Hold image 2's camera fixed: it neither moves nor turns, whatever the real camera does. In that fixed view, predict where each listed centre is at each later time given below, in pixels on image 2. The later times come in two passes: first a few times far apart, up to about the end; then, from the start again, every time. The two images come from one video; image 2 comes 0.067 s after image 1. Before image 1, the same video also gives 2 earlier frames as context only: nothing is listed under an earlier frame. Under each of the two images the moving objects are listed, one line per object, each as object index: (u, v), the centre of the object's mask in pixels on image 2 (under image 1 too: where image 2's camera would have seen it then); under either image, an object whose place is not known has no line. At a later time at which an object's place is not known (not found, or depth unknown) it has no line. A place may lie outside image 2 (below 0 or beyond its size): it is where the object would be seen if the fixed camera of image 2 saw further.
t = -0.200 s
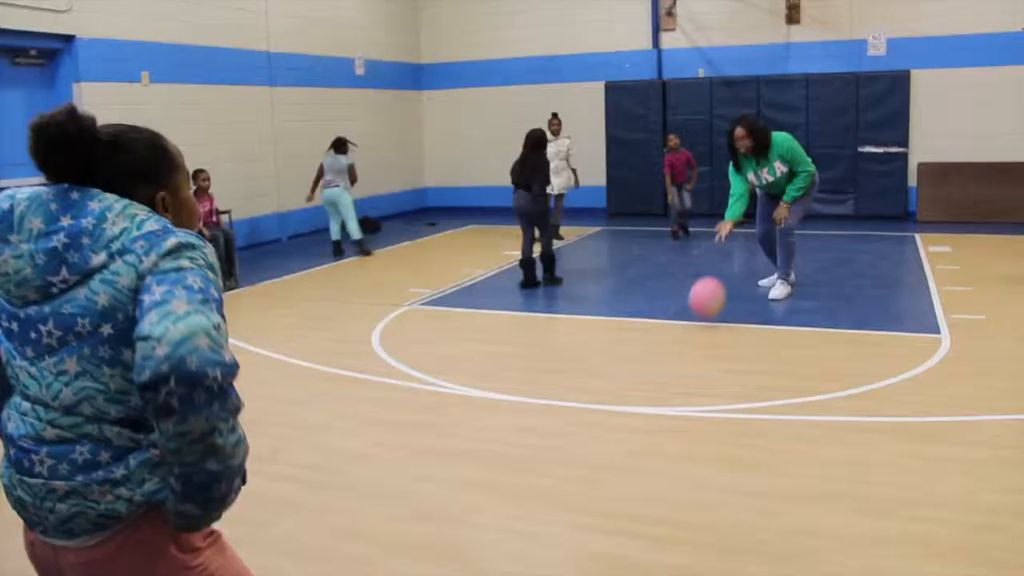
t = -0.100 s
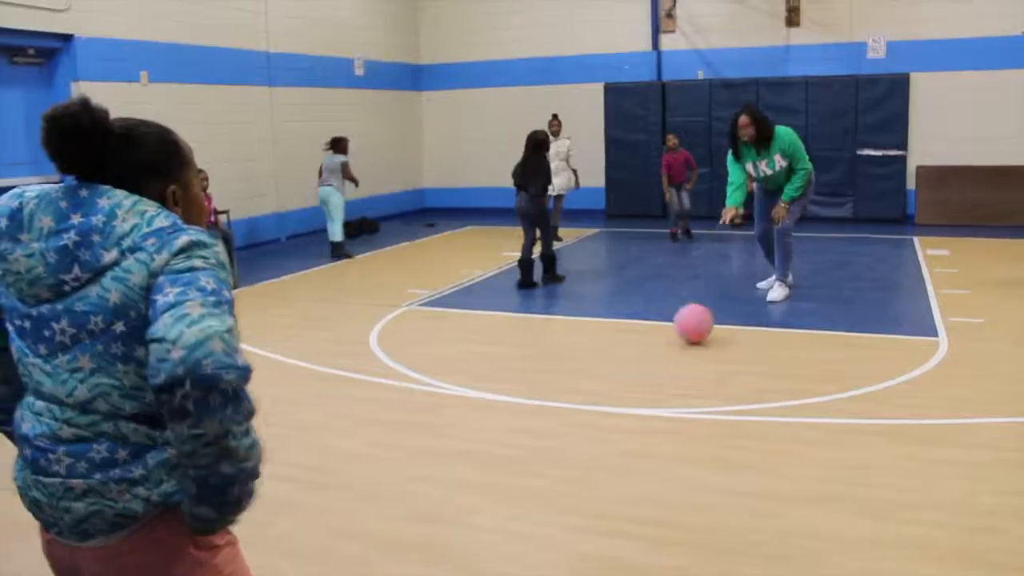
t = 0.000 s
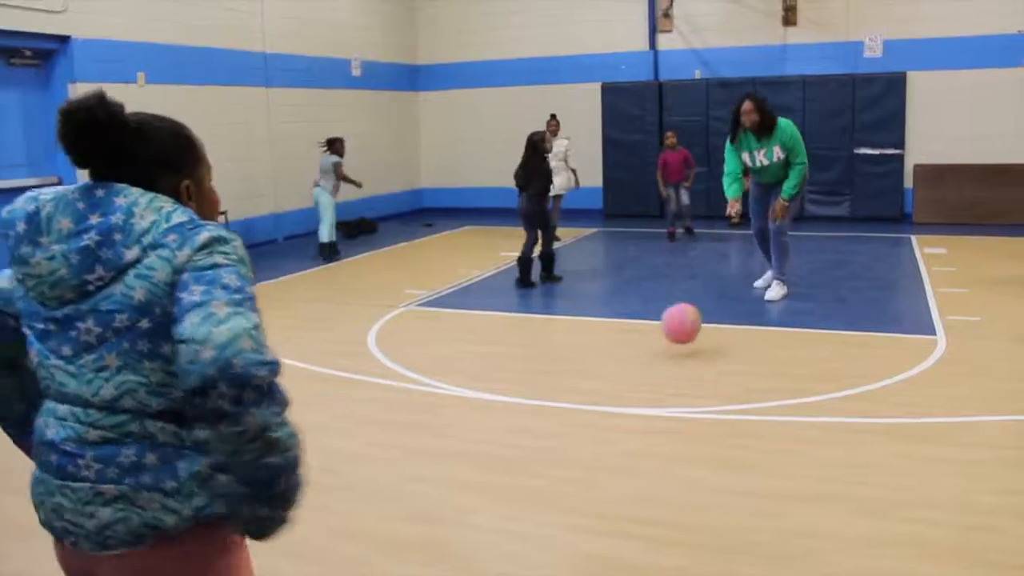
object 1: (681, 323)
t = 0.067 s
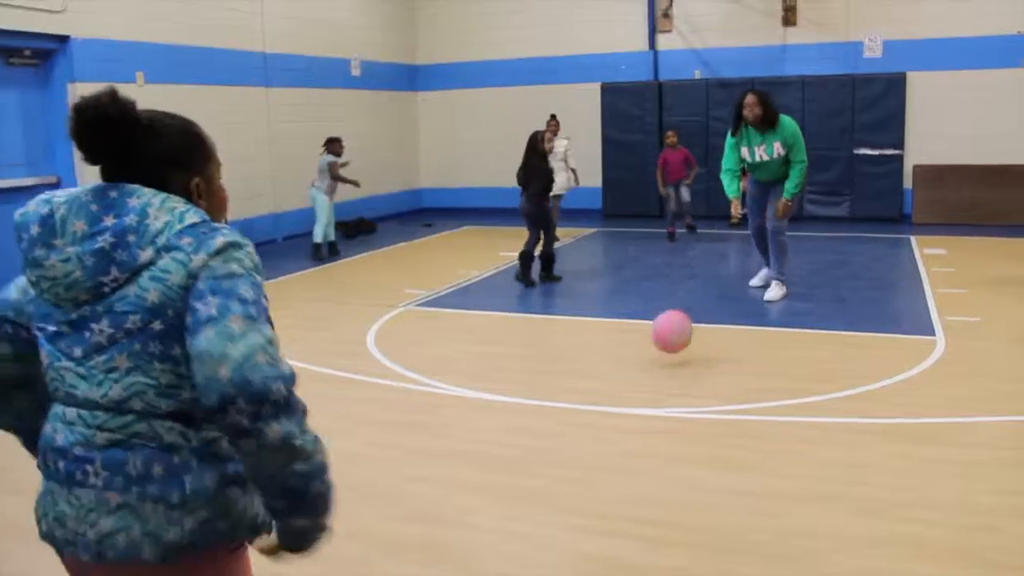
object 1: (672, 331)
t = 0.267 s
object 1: (640, 360)
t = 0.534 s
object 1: (584, 413)
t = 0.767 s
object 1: (512, 478)
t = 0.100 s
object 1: (667, 339)
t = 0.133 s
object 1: (661, 354)
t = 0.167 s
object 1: (656, 362)
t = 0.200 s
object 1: (650, 361)
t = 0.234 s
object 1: (645, 360)
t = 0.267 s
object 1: (640, 360)
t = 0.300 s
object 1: (633, 363)
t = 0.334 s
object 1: (627, 369)
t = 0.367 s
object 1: (621, 378)
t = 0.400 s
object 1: (614, 390)
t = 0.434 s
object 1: (607, 408)
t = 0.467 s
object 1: (599, 412)
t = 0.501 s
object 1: (591, 411)
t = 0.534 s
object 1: (584, 413)
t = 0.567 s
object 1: (575, 417)
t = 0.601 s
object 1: (566, 427)
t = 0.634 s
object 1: (556, 440)
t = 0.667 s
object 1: (546, 458)
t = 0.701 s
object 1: (535, 474)
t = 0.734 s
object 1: (524, 478)
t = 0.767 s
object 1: (512, 478)
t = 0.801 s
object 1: (500, 485)
